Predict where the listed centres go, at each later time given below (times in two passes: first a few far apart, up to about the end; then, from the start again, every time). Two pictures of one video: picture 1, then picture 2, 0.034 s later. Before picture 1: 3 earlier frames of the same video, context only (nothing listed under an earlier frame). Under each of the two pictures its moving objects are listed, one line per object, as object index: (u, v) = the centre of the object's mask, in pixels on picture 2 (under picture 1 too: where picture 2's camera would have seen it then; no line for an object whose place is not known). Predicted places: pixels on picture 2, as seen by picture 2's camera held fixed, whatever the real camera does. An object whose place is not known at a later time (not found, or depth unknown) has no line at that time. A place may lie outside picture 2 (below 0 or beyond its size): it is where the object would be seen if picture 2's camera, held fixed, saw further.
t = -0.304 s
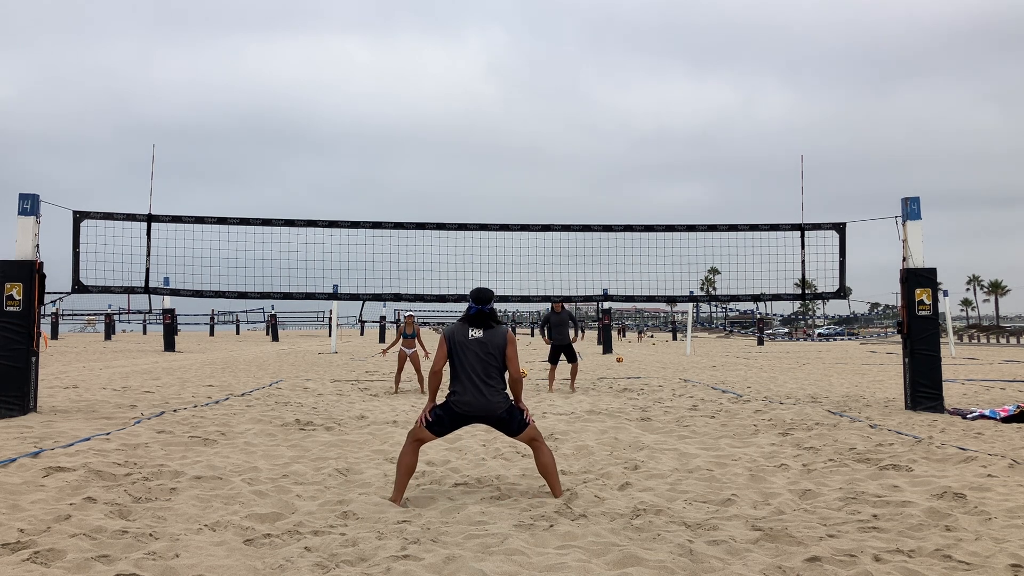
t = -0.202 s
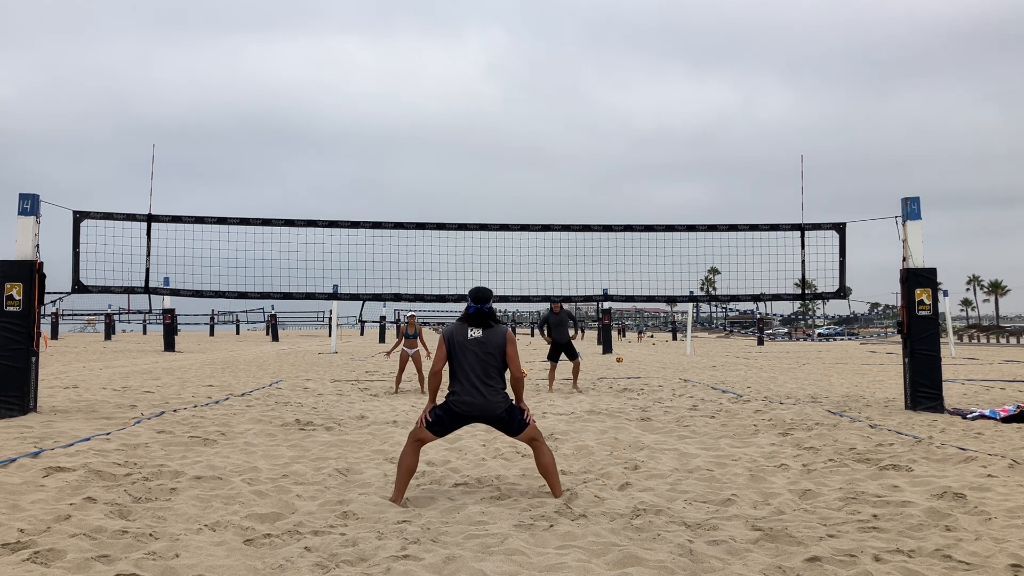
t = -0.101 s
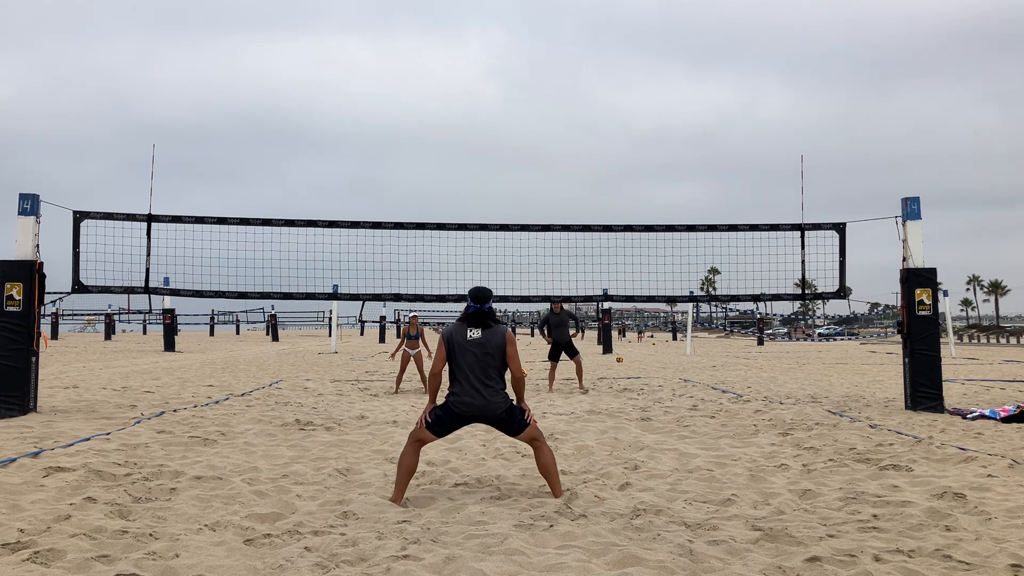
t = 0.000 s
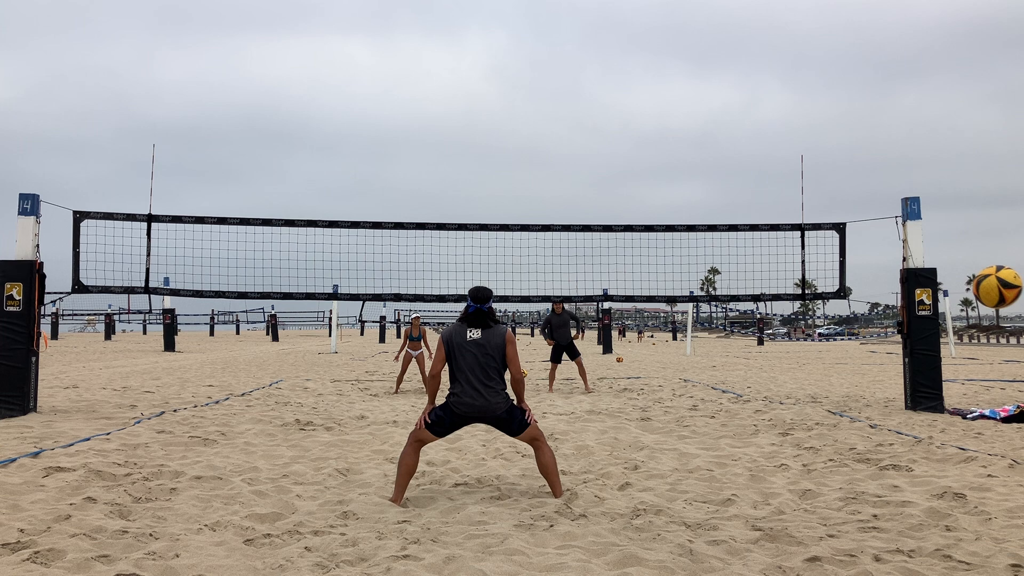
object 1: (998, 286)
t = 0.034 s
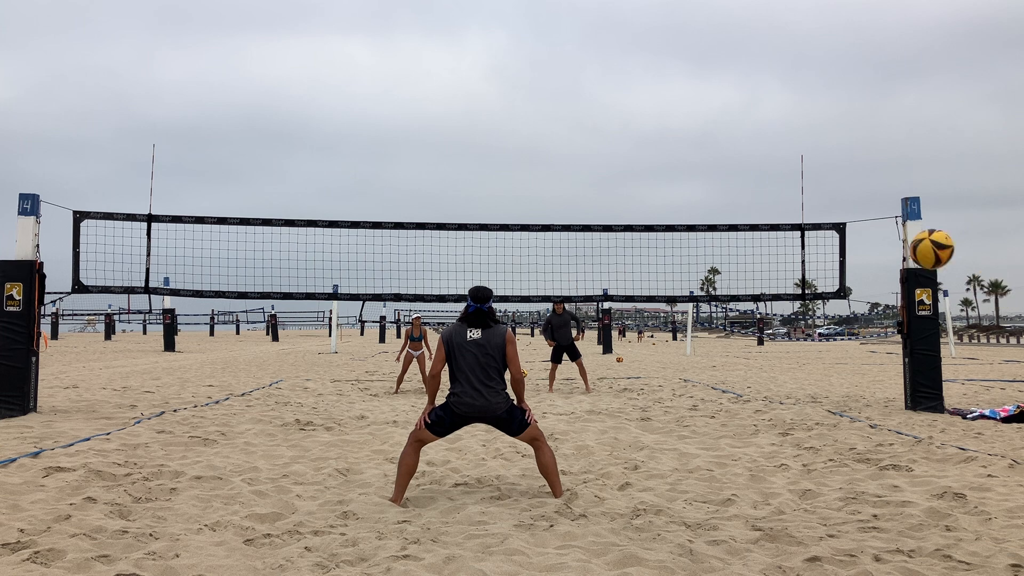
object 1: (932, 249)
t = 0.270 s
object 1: (651, 126)
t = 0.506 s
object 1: (527, 116)
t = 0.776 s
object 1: (444, 156)
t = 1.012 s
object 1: (396, 215)
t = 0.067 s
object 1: (875, 218)
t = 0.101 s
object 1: (826, 193)
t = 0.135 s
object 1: (782, 172)
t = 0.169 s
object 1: (743, 156)
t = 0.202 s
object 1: (709, 144)
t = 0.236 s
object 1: (678, 134)
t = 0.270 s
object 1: (651, 126)
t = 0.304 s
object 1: (628, 121)
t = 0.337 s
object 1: (607, 117)
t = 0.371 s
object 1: (587, 114)
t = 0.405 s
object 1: (570, 113)
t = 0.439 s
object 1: (554, 113)
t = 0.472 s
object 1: (540, 114)
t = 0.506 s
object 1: (527, 116)
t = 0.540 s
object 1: (514, 119)
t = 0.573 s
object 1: (502, 122)
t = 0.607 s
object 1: (491, 127)
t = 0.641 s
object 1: (481, 132)
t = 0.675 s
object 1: (471, 137)
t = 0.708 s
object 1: (461, 143)
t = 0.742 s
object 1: (453, 149)
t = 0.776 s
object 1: (444, 156)
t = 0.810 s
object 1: (436, 164)
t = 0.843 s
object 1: (429, 171)
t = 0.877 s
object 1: (422, 179)
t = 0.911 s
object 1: (415, 188)
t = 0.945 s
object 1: (408, 197)
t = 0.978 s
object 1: (402, 206)
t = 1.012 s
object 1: (396, 215)
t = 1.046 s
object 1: (390, 224)
